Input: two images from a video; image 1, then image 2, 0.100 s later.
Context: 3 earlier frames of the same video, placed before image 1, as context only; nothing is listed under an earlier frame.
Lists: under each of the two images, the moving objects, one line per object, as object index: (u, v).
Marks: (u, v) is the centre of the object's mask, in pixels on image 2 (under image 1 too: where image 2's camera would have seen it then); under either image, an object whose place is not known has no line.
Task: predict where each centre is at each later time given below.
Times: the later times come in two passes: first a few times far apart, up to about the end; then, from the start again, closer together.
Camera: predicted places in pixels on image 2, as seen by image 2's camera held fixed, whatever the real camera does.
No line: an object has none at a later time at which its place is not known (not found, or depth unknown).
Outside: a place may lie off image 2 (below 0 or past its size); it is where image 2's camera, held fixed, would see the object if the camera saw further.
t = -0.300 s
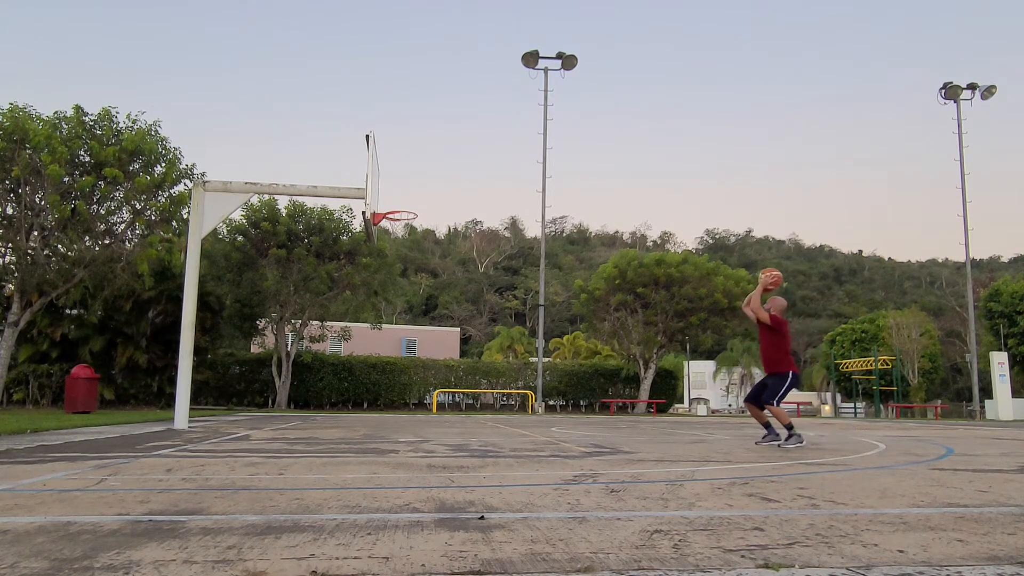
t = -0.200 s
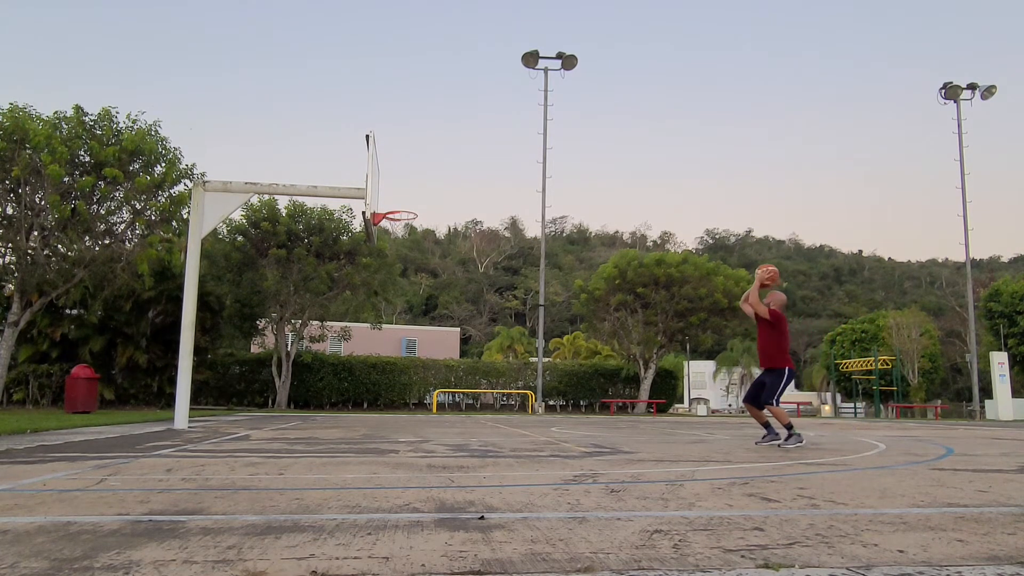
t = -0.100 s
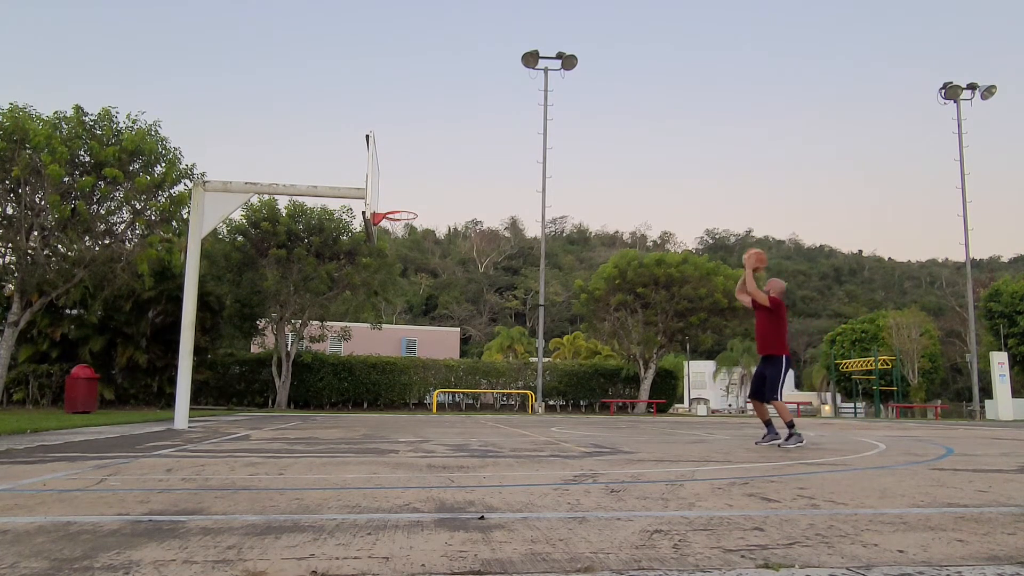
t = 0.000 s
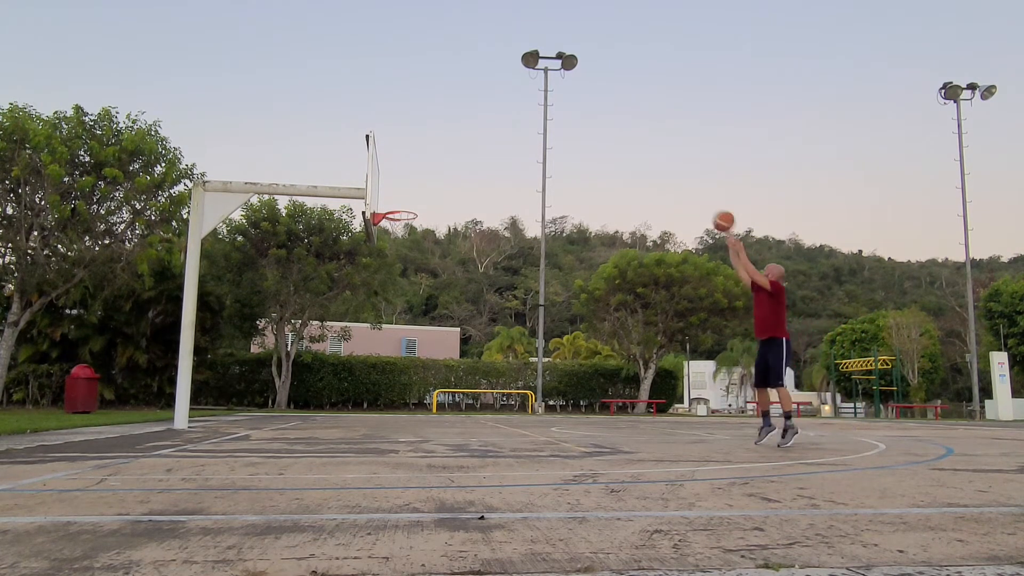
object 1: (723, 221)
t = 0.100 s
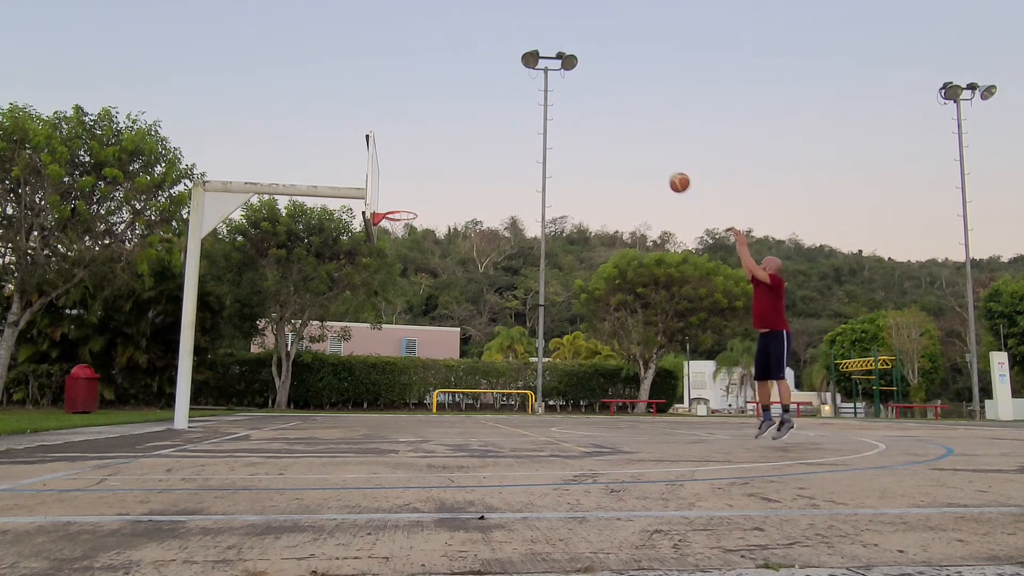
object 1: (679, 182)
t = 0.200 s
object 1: (639, 155)
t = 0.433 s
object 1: (558, 129)
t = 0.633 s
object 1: (497, 138)
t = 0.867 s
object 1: (434, 180)
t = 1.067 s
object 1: (394, 234)
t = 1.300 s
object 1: (381, 305)
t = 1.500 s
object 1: (368, 398)
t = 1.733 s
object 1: (376, 346)
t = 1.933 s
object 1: (387, 294)
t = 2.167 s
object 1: (397, 265)
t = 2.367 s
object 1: (405, 272)
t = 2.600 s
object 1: (413, 319)
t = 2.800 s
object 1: (419, 397)
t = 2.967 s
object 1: (426, 384)
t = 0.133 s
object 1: (666, 172)
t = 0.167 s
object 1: (652, 163)
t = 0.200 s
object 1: (639, 155)
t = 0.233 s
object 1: (626, 149)
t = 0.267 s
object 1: (615, 143)
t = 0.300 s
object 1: (602, 138)
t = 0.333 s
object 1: (590, 135)
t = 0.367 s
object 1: (579, 132)
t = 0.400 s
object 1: (568, 130)
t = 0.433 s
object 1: (558, 129)
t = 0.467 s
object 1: (547, 128)
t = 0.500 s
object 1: (537, 129)
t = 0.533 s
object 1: (527, 130)
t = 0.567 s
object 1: (517, 132)
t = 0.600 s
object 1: (507, 135)
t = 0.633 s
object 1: (497, 138)
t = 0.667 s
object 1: (488, 142)
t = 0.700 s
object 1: (479, 147)
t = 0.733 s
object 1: (470, 152)
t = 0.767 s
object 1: (461, 158)
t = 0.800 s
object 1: (452, 165)
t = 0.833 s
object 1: (443, 172)
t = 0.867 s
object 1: (434, 180)
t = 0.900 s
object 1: (426, 188)
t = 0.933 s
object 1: (417, 197)
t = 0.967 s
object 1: (409, 207)
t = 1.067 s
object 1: (394, 234)
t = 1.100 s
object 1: (391, 242)
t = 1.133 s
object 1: (390, 249)
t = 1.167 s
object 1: (388, 260)
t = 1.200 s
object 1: (387, 270)
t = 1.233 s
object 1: (385, 281)
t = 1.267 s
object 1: (383, 293)
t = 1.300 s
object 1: (381, 305)
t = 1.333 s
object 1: (378, 319)
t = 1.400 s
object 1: (375, 348)
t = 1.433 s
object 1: (372, 364)
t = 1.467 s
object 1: (370, 381)
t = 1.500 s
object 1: (368, 398)
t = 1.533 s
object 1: (366, 417)
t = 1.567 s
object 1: (367, 412)
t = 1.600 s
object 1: (368, 398)
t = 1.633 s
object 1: (371, 383)
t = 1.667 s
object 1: (372, 370)
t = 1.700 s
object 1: (374, 358)
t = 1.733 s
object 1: (376, 346)
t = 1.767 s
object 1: (378, 336)
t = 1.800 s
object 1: (380, 325)
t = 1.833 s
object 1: (381, 316)
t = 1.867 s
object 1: (383, 308)
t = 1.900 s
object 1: (384, 300)
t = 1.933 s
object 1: (387, 294)
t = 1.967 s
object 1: (388, 287)
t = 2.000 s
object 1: (390, 281)
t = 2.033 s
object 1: (391, 277)
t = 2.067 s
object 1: (393, 273)
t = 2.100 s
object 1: (394, 269)
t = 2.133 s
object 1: (396, 267)
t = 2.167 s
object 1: (397, 265)
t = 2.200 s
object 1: (398, 264)
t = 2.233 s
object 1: (400, 265)
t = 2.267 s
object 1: (401, 265)
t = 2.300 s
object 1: (402, 267)
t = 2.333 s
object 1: (404, 269)
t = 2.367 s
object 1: (405, 272)
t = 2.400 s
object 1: (406, 276)
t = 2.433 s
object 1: (408, 281)
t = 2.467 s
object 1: (409, 288)
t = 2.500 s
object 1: (410, 294)
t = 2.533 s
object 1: (410, 302)
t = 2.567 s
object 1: (412, 310)
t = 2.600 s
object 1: (413, 319)
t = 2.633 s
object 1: (414, 329)
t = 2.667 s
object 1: (415, 341)
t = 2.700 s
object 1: (417, 354)
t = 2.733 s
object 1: (418, 367)
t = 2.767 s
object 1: (419, 382)
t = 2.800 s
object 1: (419, 397)
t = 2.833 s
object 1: (420, 412)
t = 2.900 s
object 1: (423, 410)
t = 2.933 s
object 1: (425, 397)
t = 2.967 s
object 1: (426, 384)
